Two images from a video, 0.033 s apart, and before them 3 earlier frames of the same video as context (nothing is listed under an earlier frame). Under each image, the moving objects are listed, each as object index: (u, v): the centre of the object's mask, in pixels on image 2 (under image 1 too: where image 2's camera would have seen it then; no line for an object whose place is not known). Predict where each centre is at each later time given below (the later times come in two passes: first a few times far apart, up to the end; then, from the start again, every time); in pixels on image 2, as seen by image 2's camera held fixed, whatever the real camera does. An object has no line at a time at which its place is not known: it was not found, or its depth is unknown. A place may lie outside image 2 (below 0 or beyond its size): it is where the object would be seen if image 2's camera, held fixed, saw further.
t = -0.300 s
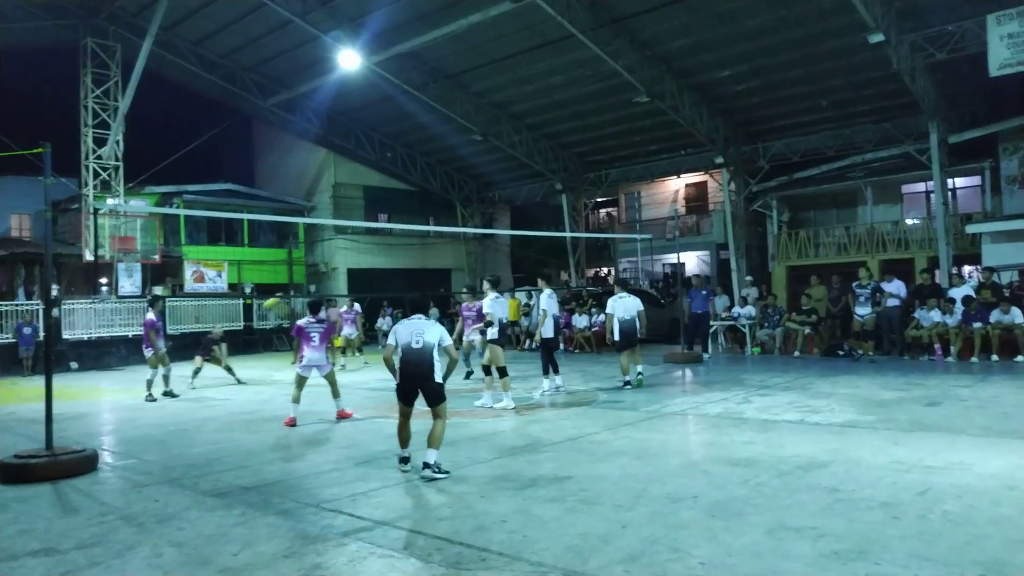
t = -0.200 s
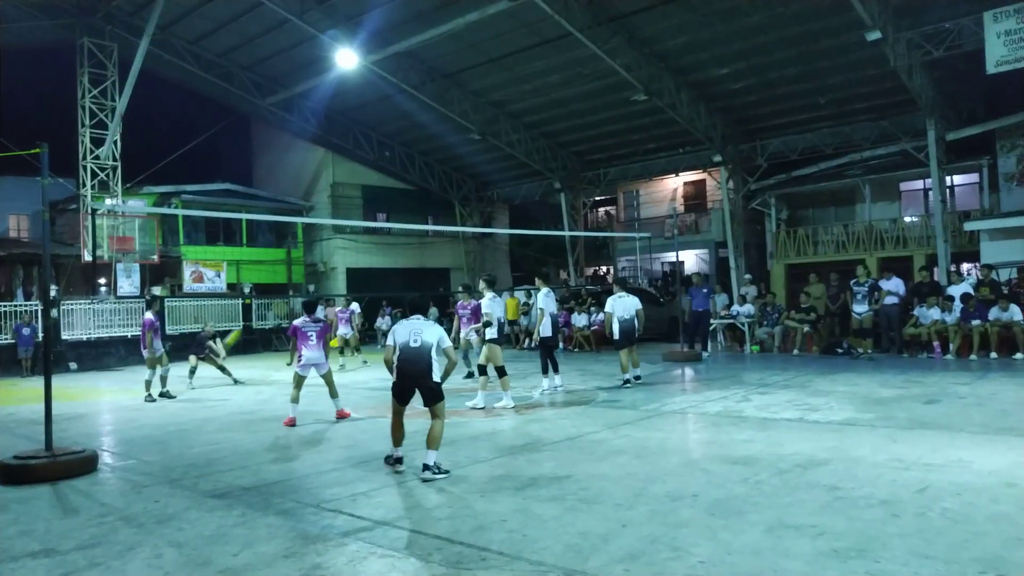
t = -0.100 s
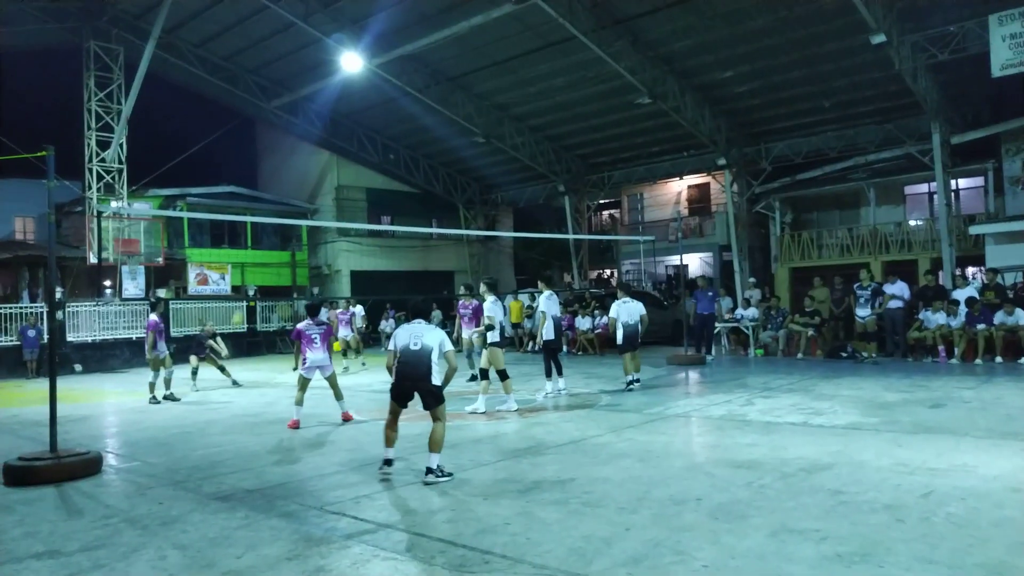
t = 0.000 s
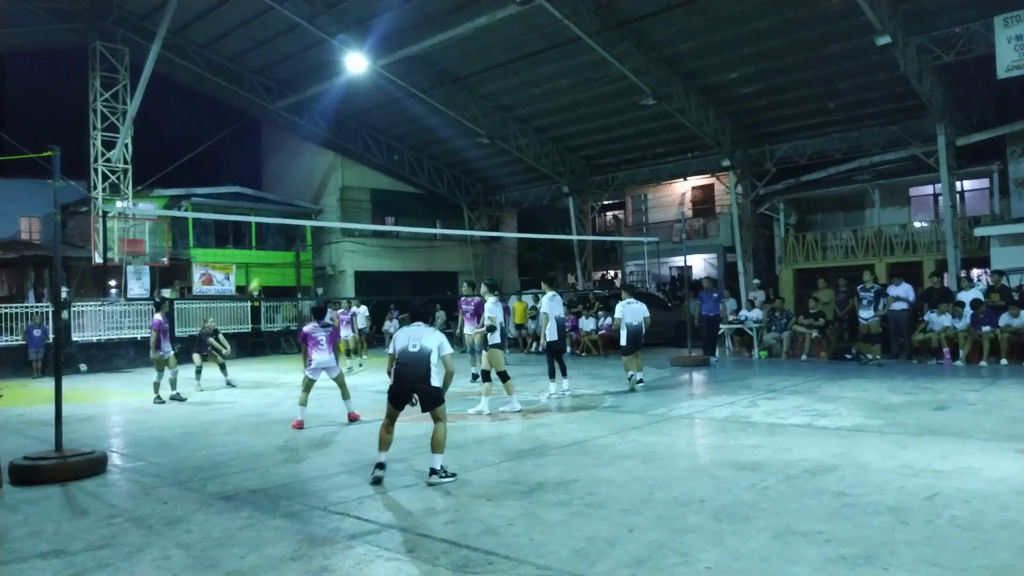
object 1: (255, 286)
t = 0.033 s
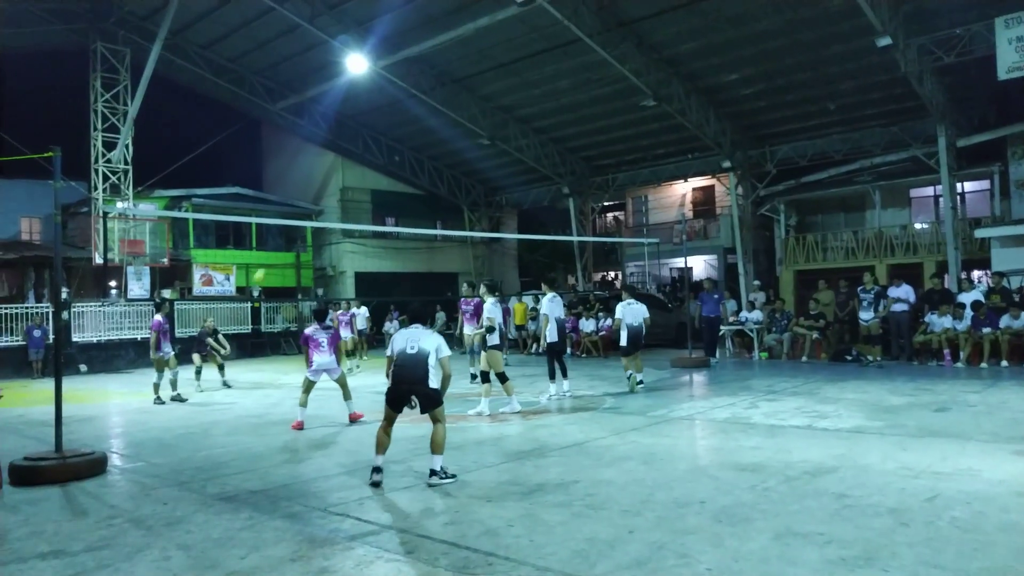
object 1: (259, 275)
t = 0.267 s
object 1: (292, 220)
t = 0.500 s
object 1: (326, 191)
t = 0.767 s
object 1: (368, 195)
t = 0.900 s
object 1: (390, 211)
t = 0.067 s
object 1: (264, 266)
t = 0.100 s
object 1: (268, 257)
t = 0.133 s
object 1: (273, 248)
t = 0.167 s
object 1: (278, 241)
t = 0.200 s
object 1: (283, 234)
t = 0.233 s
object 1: (287, 229)
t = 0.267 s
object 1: (292, 220)
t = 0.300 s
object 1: (297, 214)
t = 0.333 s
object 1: (301, 210)
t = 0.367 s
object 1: (306, 205)
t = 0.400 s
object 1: (311, 201)
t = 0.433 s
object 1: (316, 197)
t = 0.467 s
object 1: (321, 194)
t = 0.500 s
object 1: (326, 191)
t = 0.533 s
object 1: (331, 190)
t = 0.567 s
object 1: (336, 189)
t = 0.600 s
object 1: (341, 189)
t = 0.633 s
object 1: (347, 189)
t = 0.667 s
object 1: (351, 189)
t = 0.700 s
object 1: (357, 190)
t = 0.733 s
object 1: (363, 193)
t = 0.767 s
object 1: (368, 195)
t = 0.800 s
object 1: (373, 198)
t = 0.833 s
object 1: (379, 202)
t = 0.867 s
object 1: (385, 206)
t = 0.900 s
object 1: (390, 211)
